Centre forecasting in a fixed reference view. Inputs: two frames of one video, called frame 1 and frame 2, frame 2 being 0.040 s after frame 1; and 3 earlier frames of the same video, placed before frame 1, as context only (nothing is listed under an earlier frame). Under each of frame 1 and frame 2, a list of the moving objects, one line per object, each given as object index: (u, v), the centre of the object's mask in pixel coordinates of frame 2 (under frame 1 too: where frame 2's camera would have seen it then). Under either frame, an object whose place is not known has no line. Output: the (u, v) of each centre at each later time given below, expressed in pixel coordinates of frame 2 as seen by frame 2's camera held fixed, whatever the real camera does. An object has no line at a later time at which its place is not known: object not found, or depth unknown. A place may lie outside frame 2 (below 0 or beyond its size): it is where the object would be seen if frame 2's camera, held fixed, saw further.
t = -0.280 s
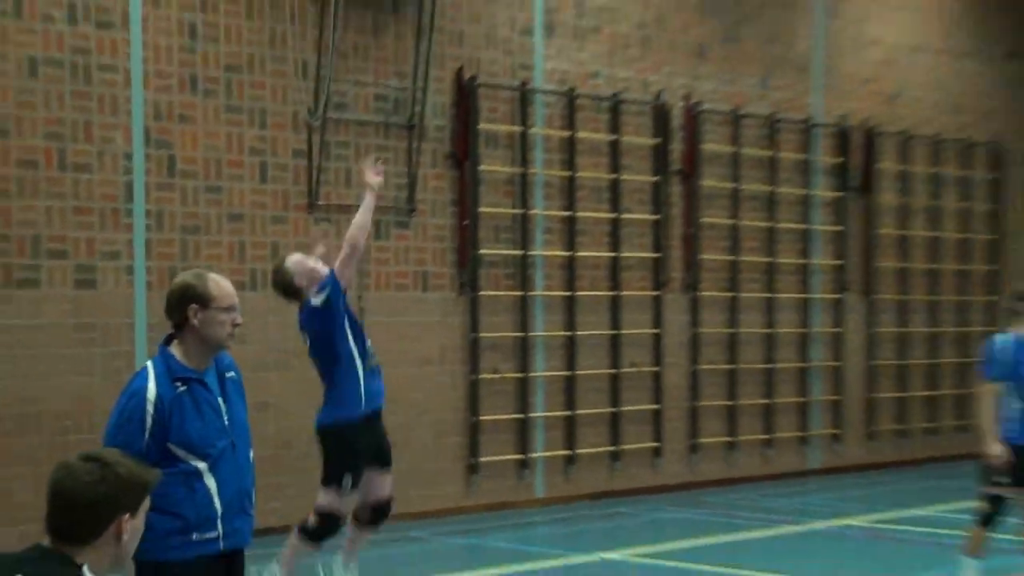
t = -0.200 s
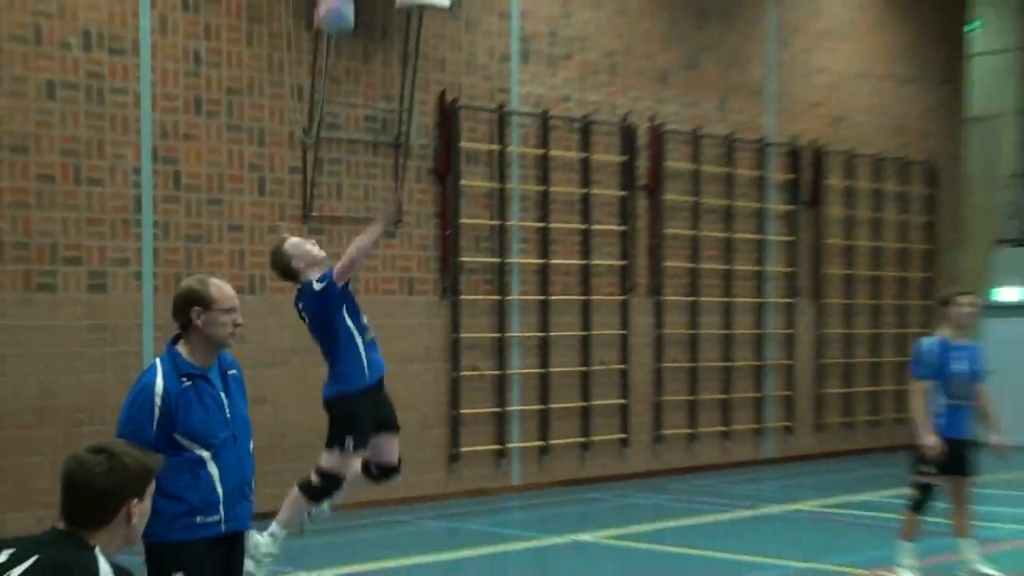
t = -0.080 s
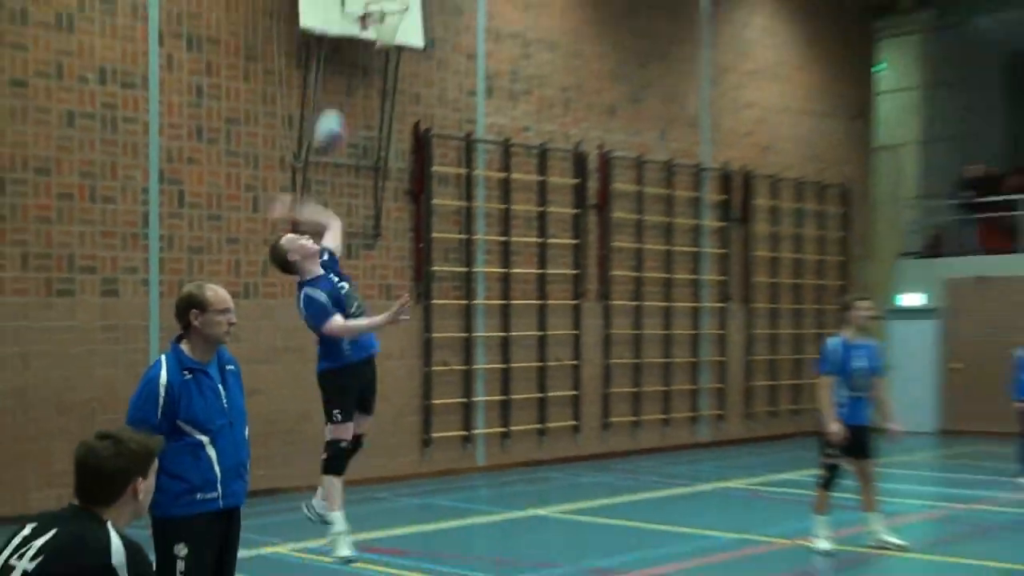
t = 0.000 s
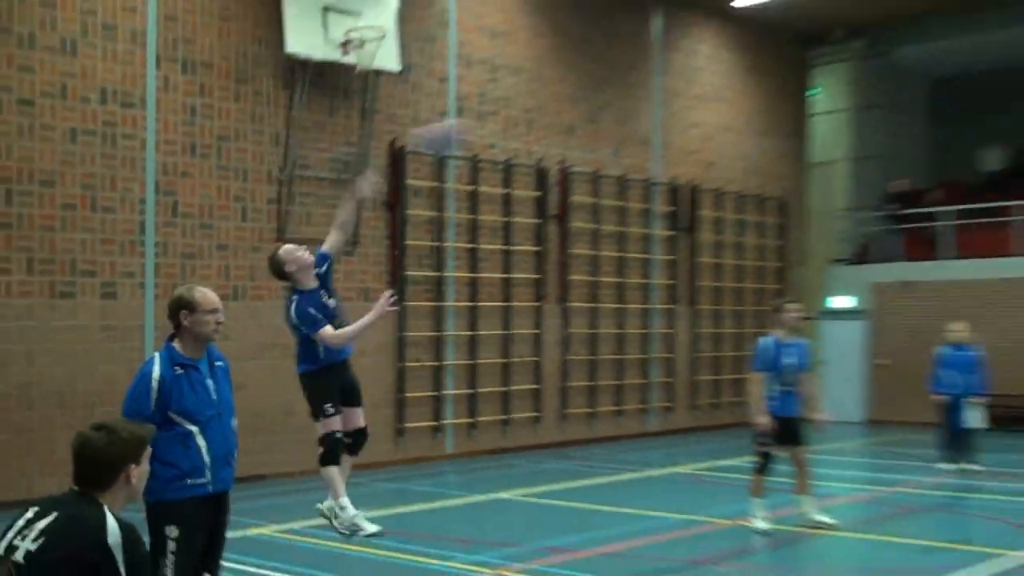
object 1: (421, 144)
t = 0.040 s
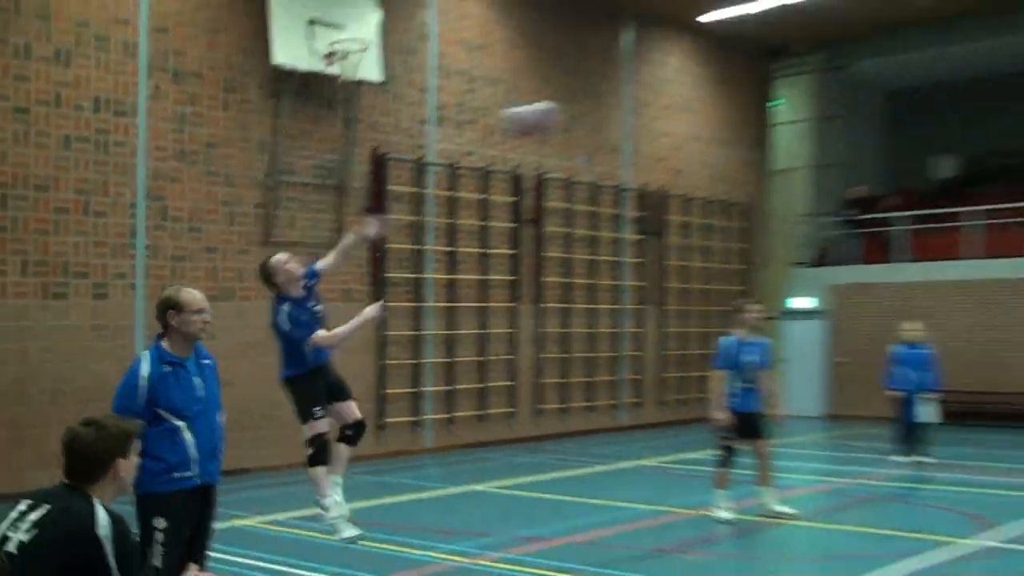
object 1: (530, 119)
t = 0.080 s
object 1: (645, 93)
